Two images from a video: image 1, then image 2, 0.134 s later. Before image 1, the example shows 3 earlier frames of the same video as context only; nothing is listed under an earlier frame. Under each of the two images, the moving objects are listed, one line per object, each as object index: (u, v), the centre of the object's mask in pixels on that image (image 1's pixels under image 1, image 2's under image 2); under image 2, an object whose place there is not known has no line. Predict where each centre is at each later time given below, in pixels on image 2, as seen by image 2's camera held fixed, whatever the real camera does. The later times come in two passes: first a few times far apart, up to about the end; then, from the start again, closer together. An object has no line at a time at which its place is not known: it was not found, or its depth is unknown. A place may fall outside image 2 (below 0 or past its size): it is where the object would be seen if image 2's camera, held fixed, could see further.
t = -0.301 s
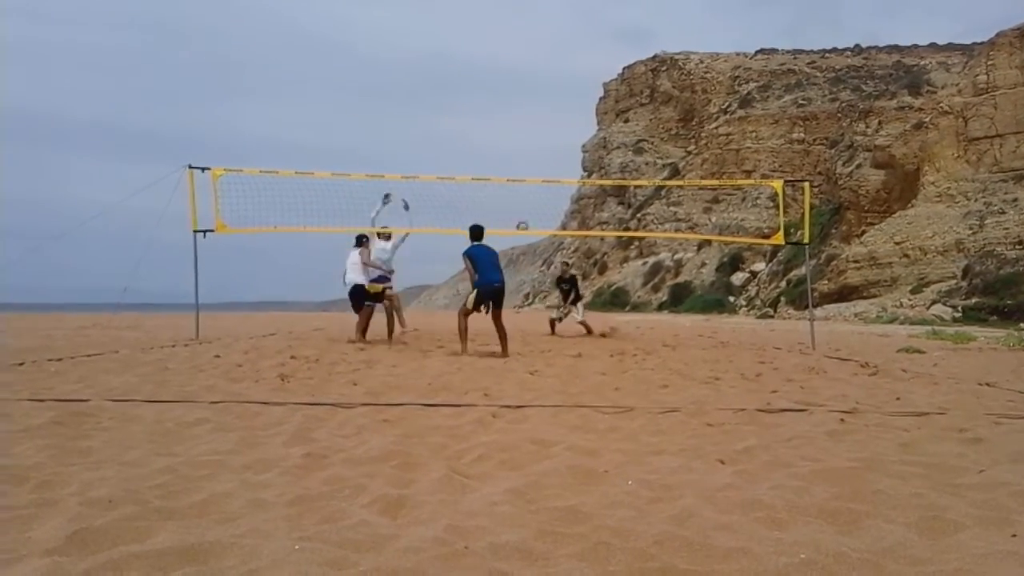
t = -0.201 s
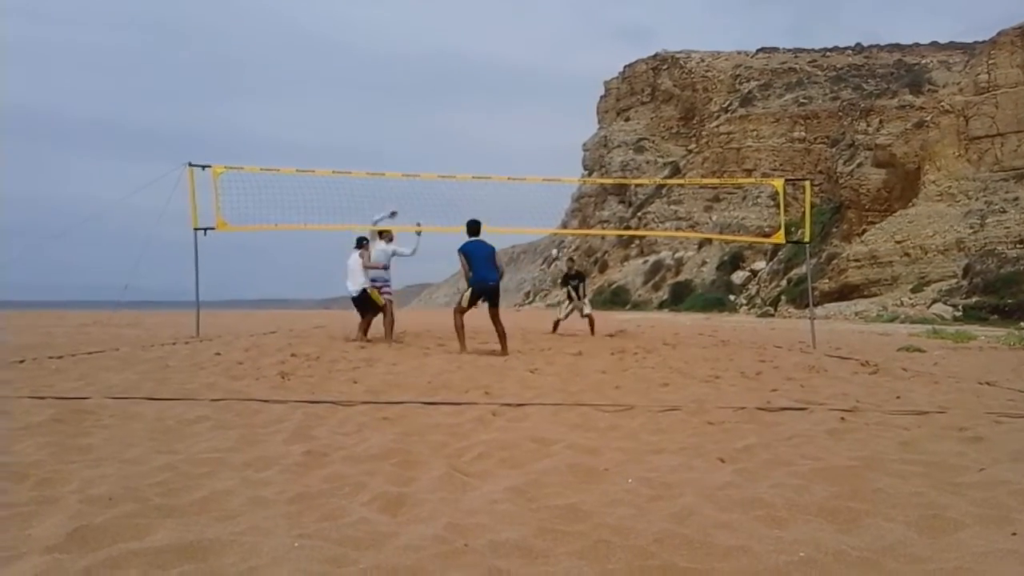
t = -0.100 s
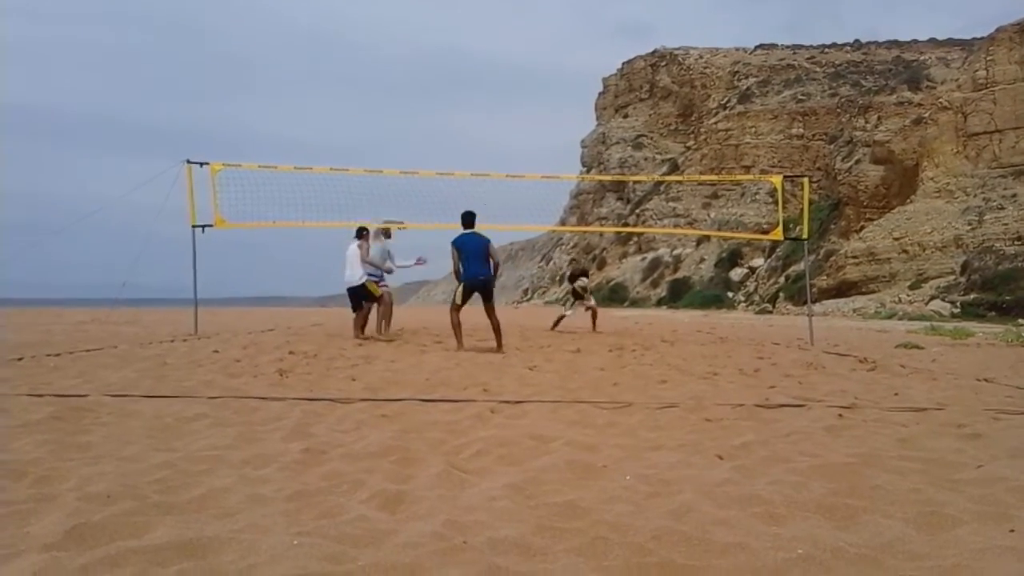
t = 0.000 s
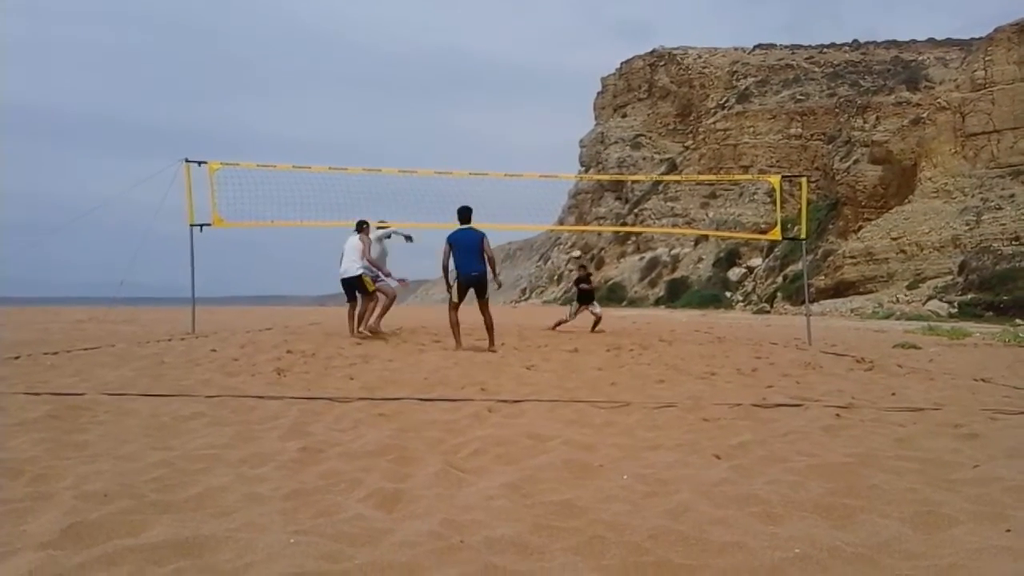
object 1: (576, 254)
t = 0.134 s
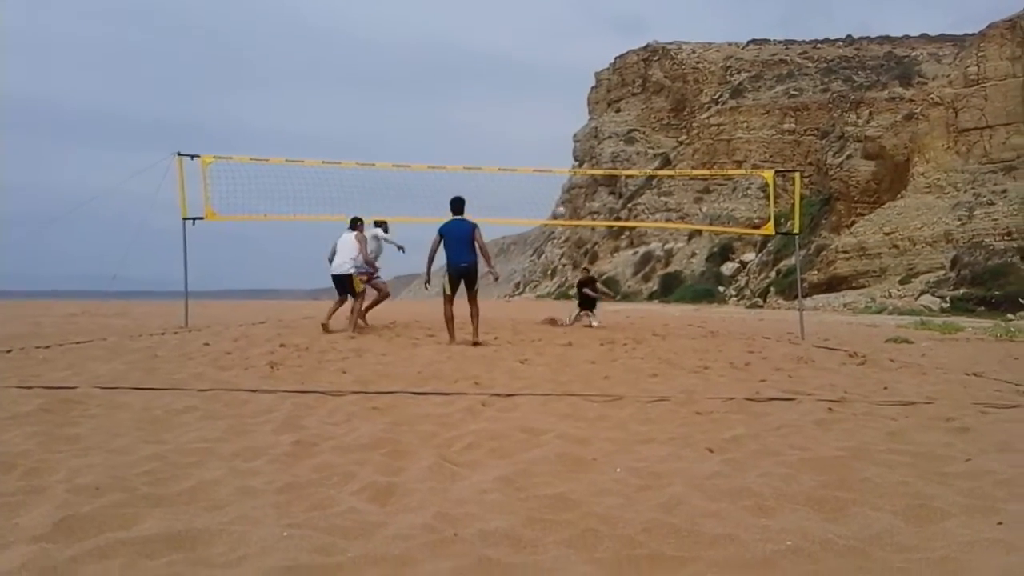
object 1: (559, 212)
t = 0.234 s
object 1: (553, 188)
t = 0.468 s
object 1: (535, 152)
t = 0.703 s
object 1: (517, 142)
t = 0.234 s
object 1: (553, 188)
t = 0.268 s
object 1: (550, 182)
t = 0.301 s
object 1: (548, 176)
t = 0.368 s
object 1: (543, 163)
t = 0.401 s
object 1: (540, 159)
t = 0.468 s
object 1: (535, 152)
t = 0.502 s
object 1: (533, 149)
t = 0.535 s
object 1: (530, 145)
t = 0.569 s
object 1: (527, 144)
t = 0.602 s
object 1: (525, 143)
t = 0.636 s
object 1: (522, 142)
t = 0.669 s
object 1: (520, 142)
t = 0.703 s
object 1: (517, 142)
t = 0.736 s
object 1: (514, 143)
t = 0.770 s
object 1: (511, 146)
